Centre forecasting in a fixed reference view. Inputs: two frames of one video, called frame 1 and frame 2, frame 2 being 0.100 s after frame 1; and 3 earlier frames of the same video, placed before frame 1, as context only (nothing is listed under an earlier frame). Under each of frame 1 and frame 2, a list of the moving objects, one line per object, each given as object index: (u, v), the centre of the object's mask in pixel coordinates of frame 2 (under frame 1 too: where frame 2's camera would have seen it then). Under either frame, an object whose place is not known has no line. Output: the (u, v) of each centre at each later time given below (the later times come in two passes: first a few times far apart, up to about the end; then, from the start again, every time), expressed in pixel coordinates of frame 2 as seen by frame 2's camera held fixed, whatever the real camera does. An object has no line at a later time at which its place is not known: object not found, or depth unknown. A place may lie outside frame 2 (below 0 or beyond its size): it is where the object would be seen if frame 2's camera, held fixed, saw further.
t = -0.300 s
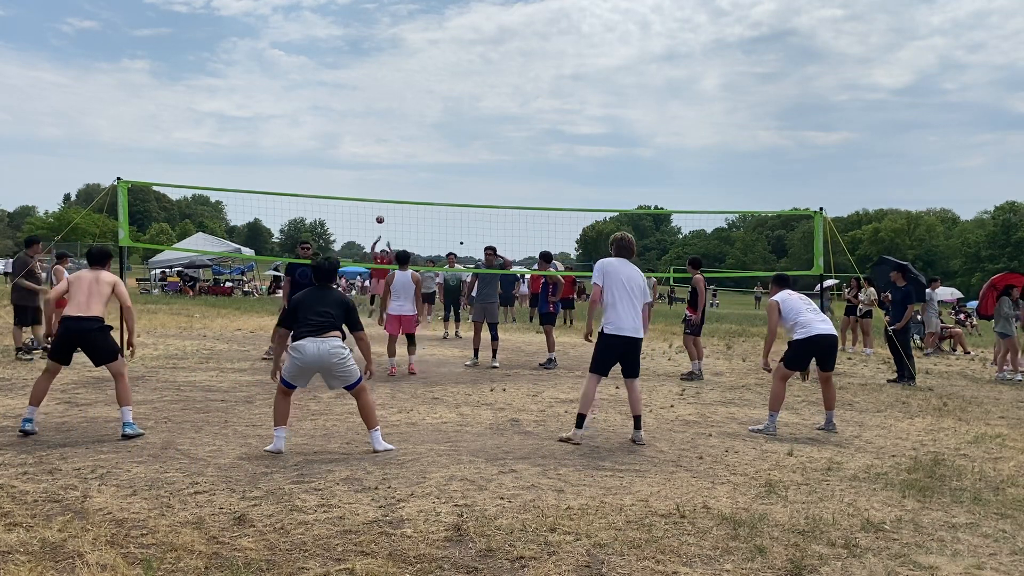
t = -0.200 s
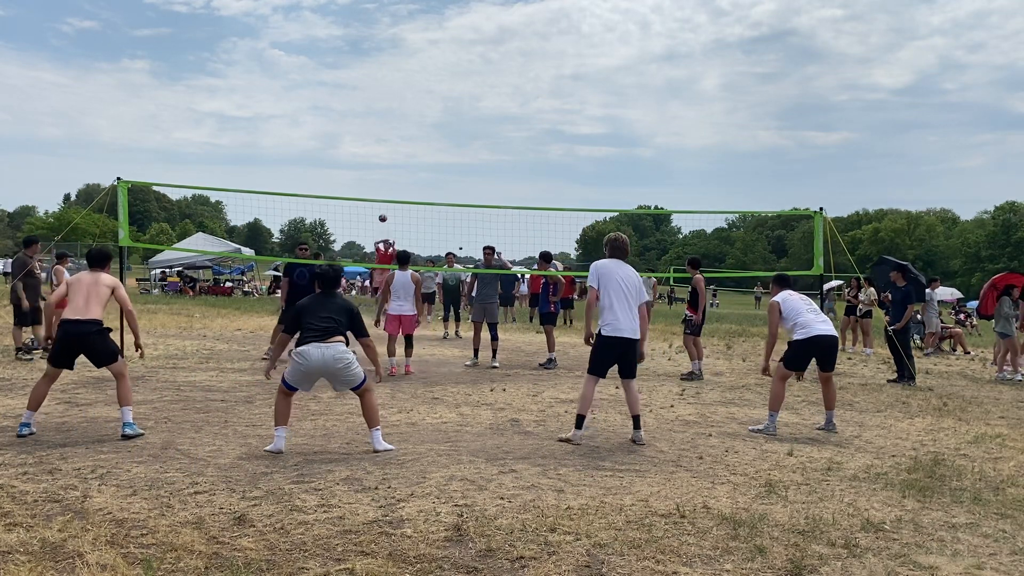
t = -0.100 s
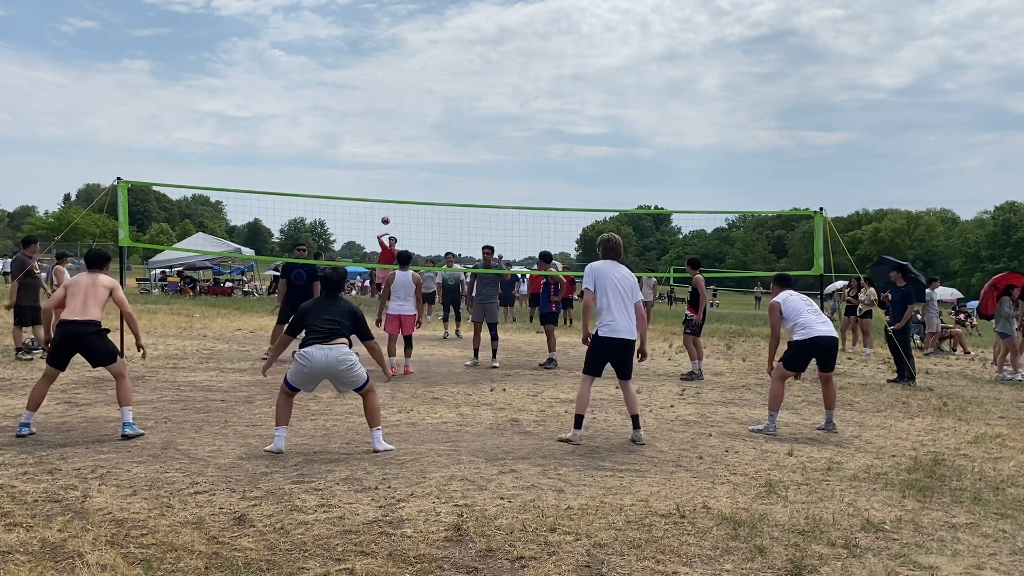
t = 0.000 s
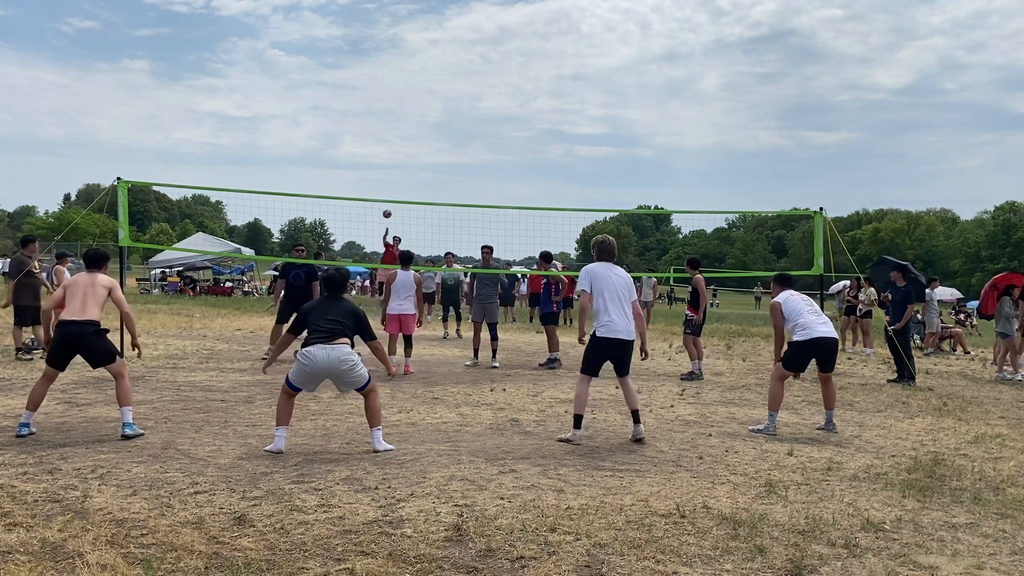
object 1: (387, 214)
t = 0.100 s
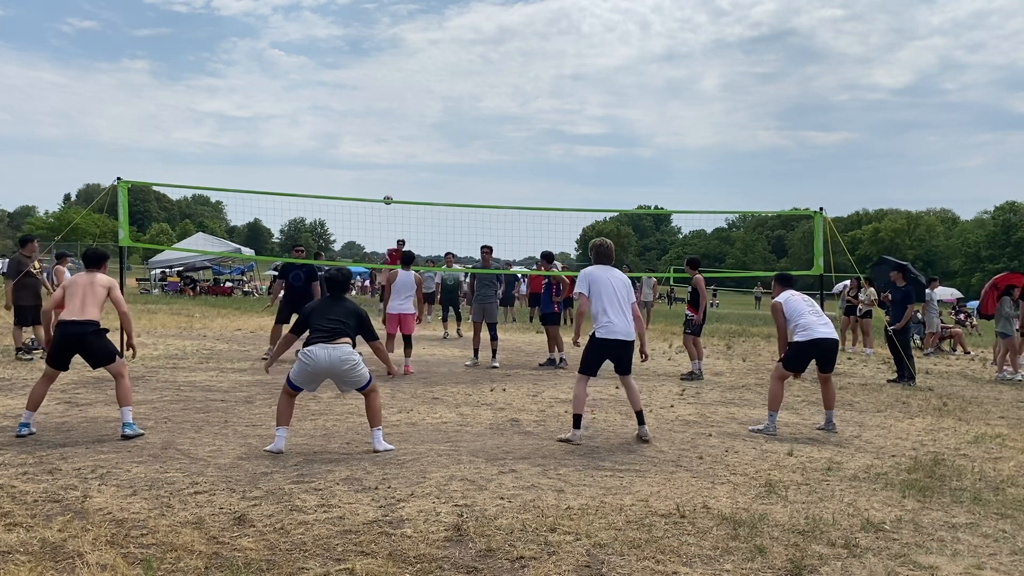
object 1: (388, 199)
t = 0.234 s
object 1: (386, 186)
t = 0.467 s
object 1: (379, 189)
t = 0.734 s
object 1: (367, 208)
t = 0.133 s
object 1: (388, 195)
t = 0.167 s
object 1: (387, 192)
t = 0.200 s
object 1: (387, 189)
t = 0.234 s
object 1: (386, 186)
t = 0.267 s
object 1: (385, 185)
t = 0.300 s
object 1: (384, 183)
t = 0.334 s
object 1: (383, 183)
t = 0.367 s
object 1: (382, 183)
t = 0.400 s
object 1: (381, 184)
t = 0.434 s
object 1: (380, 186)
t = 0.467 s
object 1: (379, 189)
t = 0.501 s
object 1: (377, 192)
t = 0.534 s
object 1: (375, 195)
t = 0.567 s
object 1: (373, 200)
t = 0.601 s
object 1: (372, 201)
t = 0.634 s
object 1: (370, 201)
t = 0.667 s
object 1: (369, 202)
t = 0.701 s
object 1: (368, 204)
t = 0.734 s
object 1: (367, 208)
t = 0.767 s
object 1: (365, 212)
